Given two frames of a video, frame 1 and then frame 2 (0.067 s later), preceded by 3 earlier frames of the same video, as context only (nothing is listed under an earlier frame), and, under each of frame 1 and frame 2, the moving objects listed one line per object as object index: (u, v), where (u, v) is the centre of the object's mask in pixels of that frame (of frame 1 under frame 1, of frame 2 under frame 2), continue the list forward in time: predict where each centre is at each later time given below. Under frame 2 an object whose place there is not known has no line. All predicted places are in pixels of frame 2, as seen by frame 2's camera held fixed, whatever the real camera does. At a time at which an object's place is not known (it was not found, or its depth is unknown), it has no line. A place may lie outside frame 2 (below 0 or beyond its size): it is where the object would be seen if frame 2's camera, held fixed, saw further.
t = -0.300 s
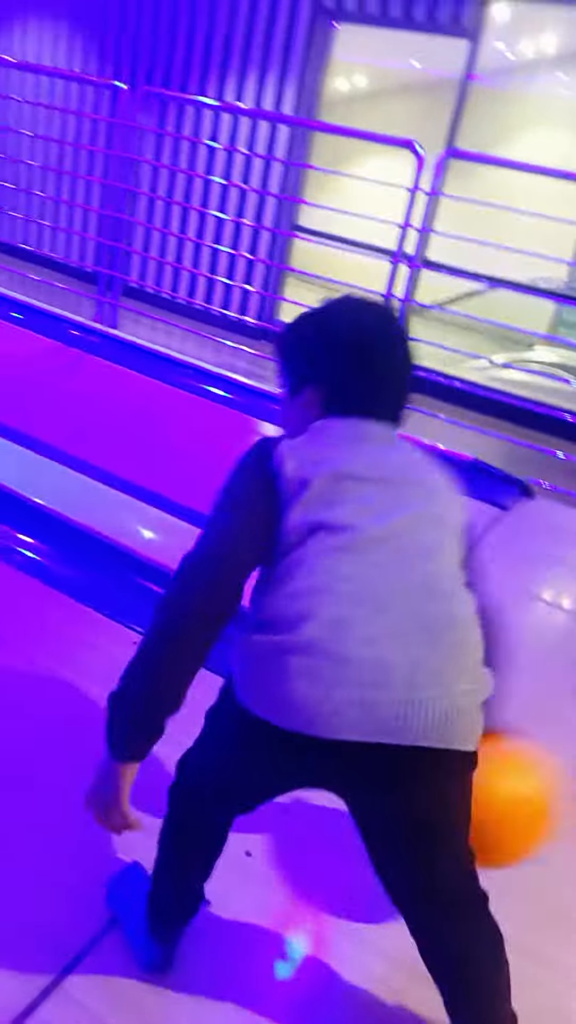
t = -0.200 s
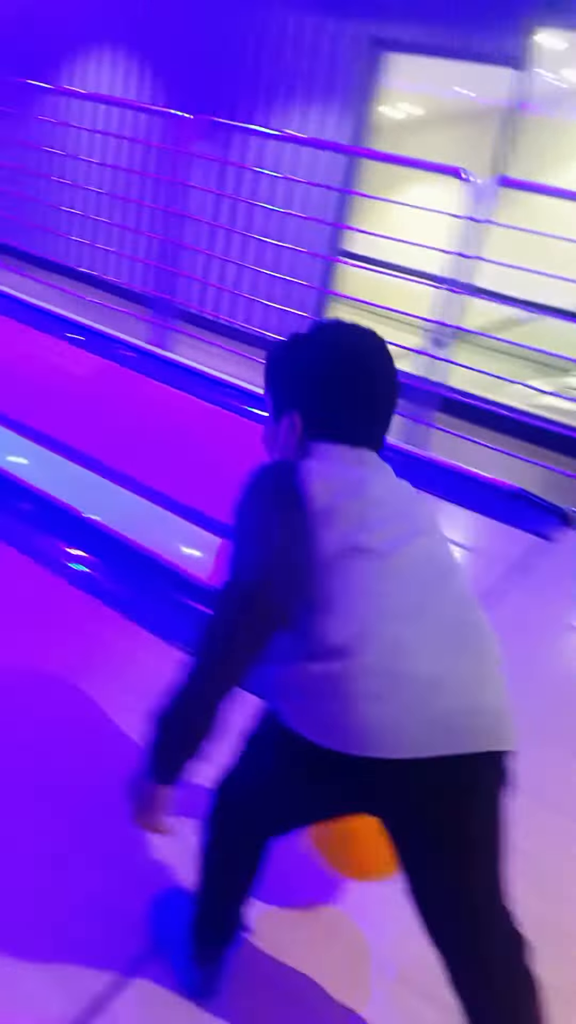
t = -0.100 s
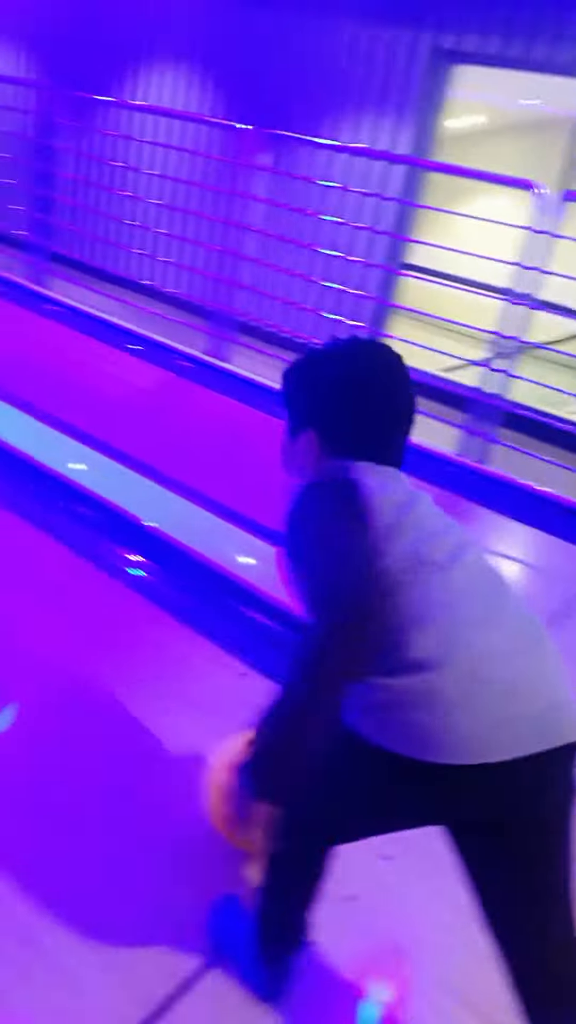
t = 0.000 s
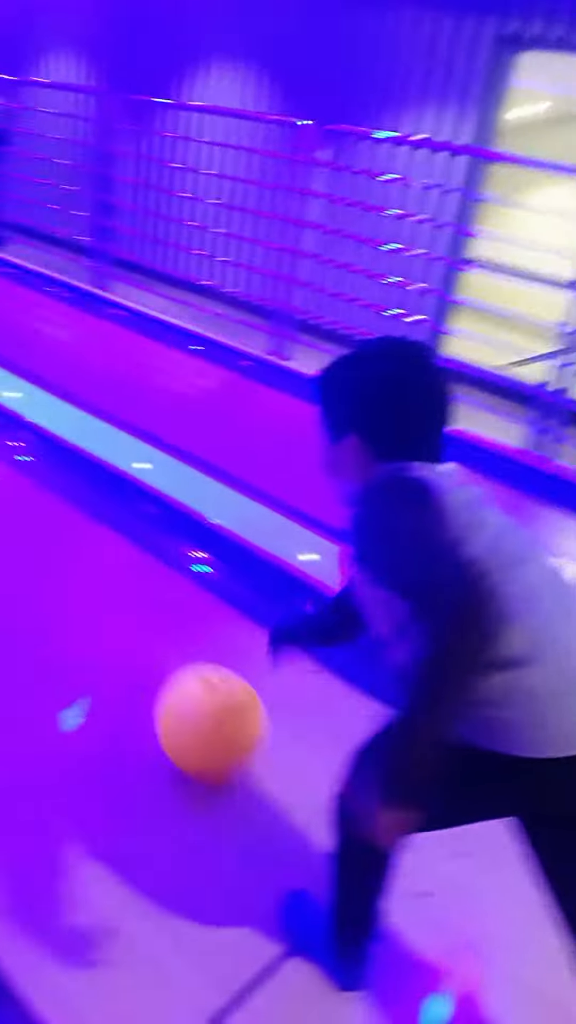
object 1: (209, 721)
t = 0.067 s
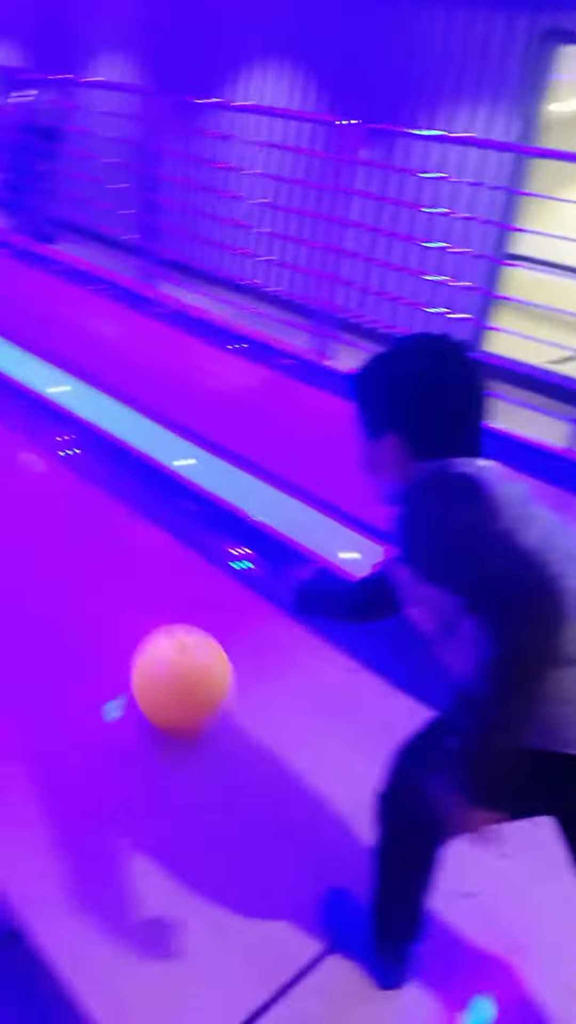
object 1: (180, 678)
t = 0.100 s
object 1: (148, 660)
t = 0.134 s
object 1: (119, 643)
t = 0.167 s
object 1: (91, 628)
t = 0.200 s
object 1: (65, 613)
